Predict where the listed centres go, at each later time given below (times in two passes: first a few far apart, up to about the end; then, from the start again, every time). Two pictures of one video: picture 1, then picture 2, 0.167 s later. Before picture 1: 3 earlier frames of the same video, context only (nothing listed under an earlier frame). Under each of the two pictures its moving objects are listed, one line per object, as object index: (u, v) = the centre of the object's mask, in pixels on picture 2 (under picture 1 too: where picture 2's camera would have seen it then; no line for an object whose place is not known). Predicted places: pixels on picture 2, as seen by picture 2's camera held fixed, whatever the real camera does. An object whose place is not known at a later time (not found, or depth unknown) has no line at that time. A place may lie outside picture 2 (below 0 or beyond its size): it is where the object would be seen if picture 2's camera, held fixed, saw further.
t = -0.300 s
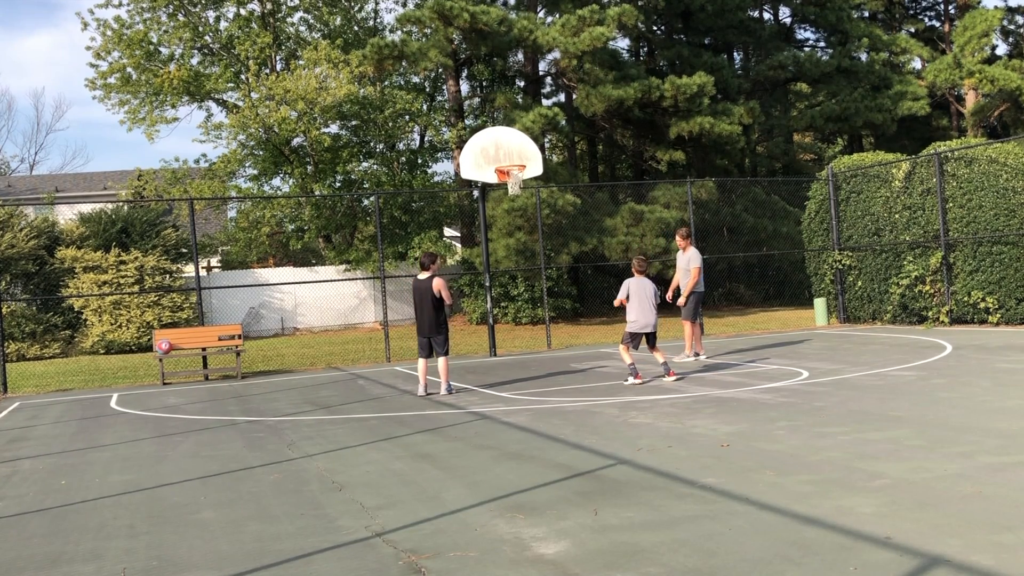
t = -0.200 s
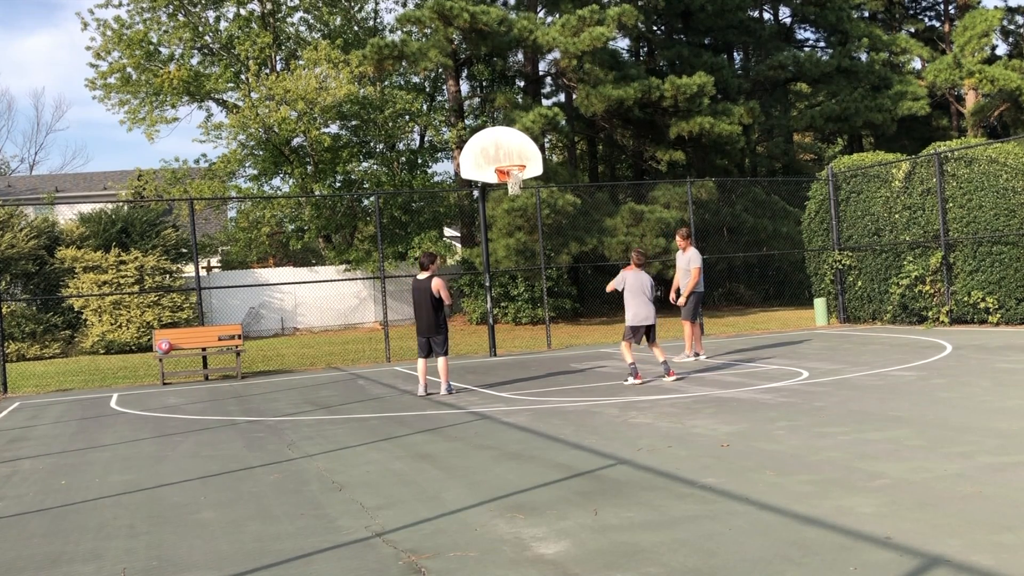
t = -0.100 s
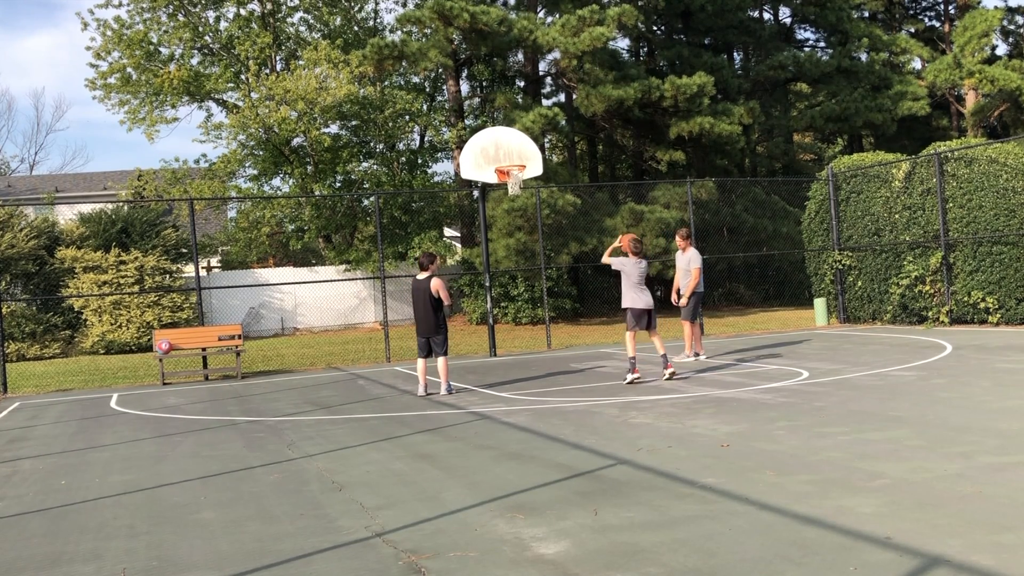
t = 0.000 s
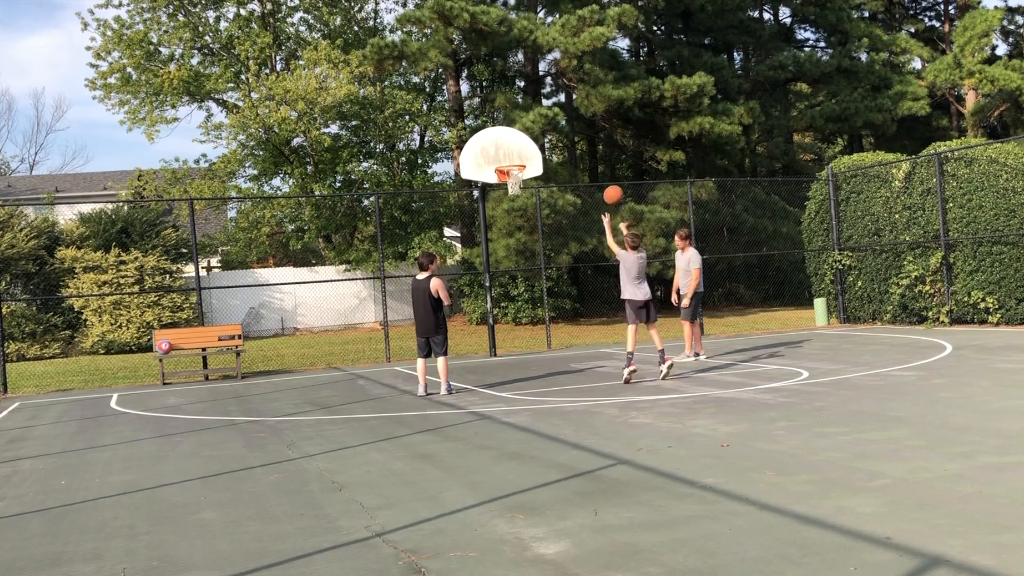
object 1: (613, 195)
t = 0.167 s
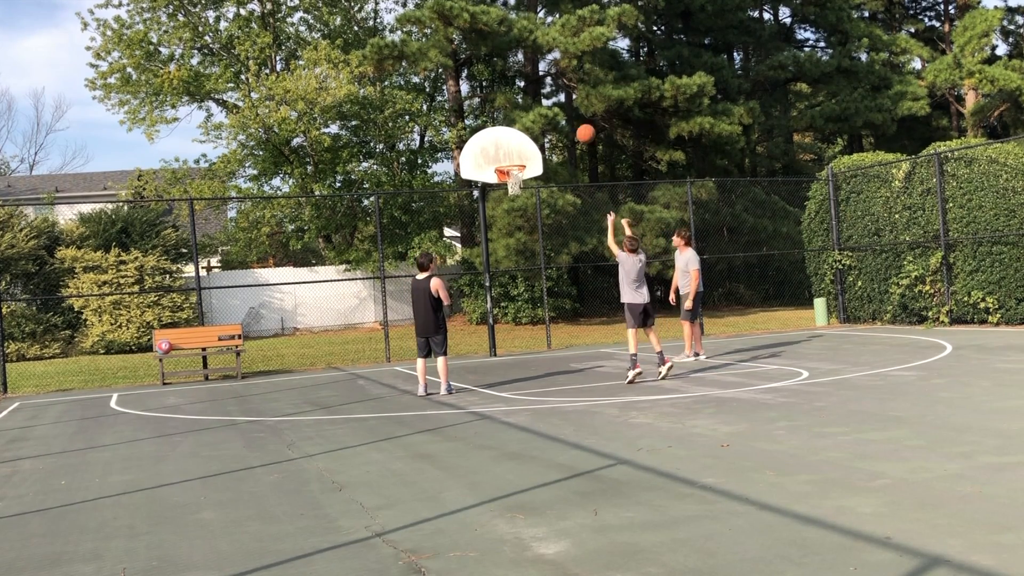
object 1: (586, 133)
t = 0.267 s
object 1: (571, 109)
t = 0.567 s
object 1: (536, 85)
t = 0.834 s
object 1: (513, 115)
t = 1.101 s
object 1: (502, 150)
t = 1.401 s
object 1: (511, 128)
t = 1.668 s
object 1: (524, 156)
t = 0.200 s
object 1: (581, 124)
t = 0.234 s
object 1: (576, 116)
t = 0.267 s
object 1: (571, 109)
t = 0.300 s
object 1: (567, 103)
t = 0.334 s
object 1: (563, 98)
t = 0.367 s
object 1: (558, 93)
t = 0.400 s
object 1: (554, 90)
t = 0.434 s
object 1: (551, 87)
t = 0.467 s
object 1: (546, 85)
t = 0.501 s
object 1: (543, 85)
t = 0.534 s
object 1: (540, 85)
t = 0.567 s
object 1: (536, 85)
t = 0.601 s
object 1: (533, 86)
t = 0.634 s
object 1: (530, 88)
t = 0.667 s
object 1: (527, 91)
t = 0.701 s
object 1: (524, 94)
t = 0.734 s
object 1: (521, 98)
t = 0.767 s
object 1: (519, 103)
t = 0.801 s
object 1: (516, 109)
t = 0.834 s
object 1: (513, 115)
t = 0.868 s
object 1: (511, 121)
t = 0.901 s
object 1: (510, 129)
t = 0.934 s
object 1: (507, 137)
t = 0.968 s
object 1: (505, 145)
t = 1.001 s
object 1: (503, 154)
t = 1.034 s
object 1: (501, 161)
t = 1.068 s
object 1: (501, 156)
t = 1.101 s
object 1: (502, 150)
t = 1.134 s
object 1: (503, 145)
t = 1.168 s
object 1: (504, 141)
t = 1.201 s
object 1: (505, 137)
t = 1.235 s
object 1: (506, 133)
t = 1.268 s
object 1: (506, 131)
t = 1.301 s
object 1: (508, 129)
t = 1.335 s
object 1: (509, 128)
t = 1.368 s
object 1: (510, 128)
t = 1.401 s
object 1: (511, 128)
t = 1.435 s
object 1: (513, 129)
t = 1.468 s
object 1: (514, 131)
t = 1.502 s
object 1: (516, 133)
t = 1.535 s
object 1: (517, 136)
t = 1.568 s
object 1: (519, 140)
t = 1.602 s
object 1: (521, 145)
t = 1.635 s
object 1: (522, 150)
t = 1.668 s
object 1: (524, 156)
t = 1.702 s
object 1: (526, 163)
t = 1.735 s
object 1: (528, 171)
